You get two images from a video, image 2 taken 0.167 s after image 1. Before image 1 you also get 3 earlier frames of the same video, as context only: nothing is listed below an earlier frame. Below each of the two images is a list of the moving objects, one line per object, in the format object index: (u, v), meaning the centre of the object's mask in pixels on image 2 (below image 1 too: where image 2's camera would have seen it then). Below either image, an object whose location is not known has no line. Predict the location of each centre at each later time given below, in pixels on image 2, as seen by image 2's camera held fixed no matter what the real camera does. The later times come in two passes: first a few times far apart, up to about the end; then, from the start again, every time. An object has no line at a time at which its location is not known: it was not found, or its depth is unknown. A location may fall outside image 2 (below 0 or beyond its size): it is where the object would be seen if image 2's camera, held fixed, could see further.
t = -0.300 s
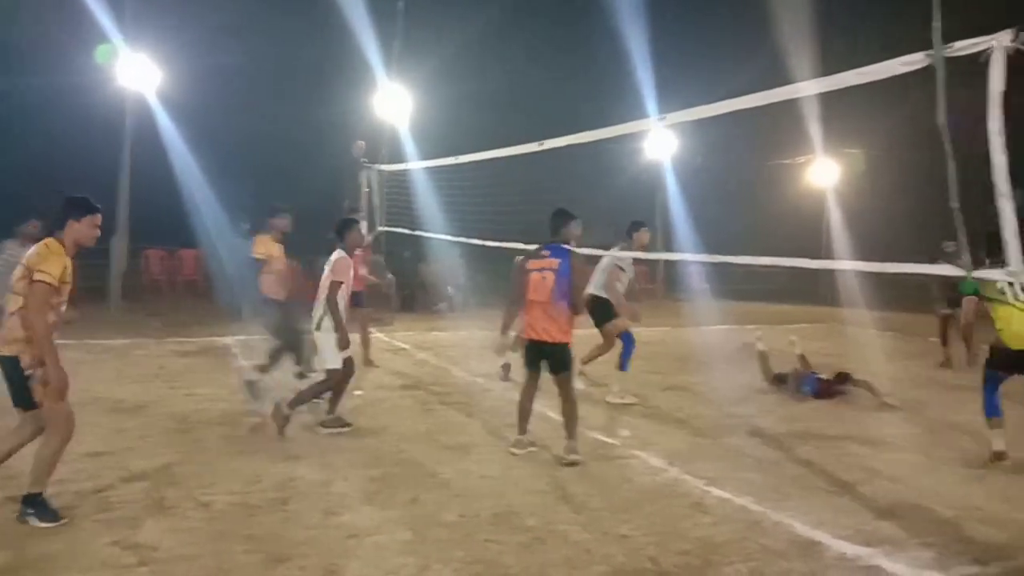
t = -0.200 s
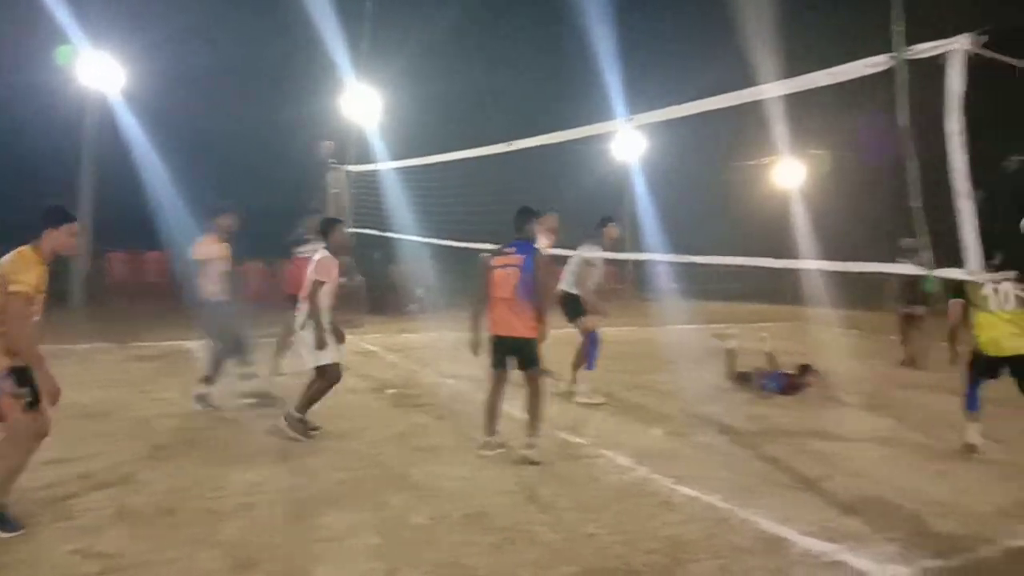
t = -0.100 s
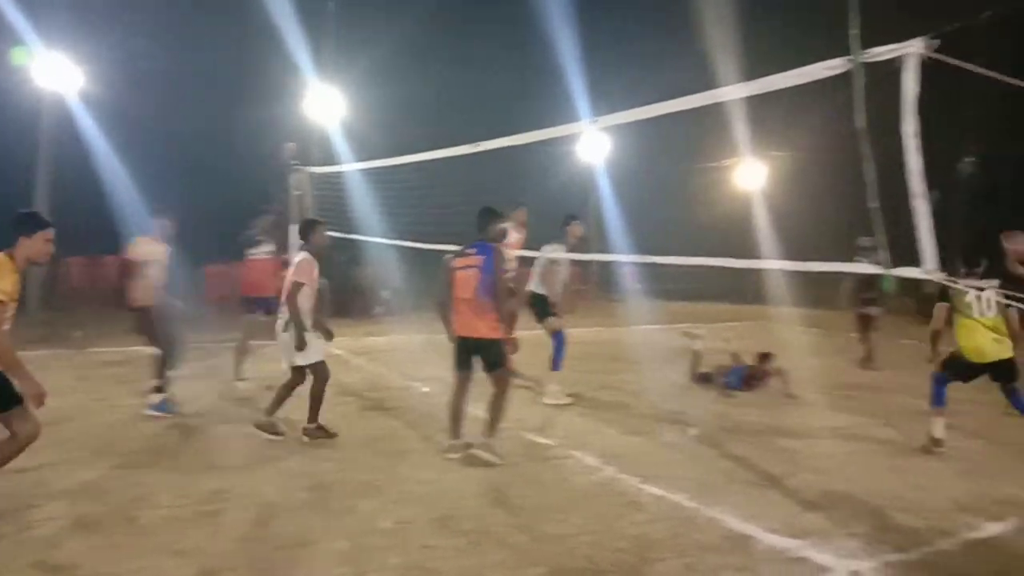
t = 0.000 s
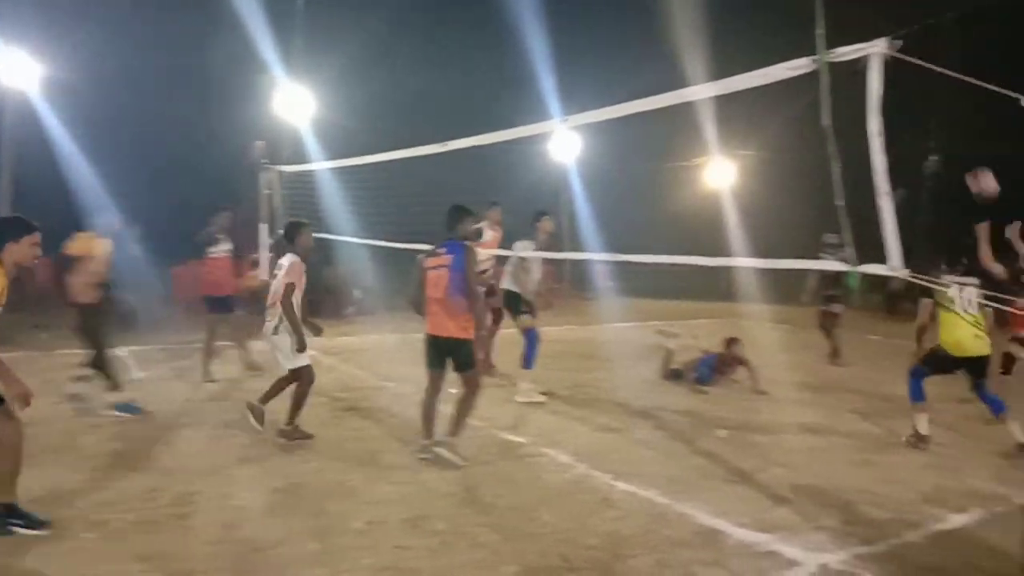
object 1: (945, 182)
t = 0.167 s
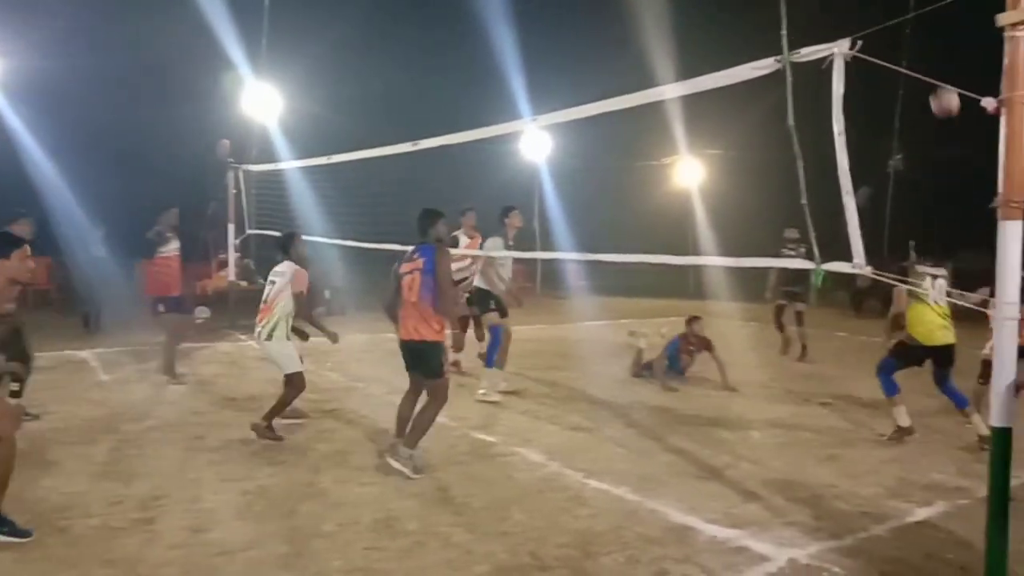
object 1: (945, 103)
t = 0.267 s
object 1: (945, 65)
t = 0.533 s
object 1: (940, 19)
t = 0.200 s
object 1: (945, 89)
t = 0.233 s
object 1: (944, 76)
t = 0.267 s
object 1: (945, 65)
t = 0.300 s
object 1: (944, 55)
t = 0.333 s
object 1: (944, 46)
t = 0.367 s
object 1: (944, 38)
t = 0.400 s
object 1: (943, 32)
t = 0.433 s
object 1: (943, 26)
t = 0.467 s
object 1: (942, 23)
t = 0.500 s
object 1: (941, 20)
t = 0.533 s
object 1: (940, 19)
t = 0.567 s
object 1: (939, 20)
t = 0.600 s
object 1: (938, 22)
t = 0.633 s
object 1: (937, 26)
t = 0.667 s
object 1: (936, 31)
